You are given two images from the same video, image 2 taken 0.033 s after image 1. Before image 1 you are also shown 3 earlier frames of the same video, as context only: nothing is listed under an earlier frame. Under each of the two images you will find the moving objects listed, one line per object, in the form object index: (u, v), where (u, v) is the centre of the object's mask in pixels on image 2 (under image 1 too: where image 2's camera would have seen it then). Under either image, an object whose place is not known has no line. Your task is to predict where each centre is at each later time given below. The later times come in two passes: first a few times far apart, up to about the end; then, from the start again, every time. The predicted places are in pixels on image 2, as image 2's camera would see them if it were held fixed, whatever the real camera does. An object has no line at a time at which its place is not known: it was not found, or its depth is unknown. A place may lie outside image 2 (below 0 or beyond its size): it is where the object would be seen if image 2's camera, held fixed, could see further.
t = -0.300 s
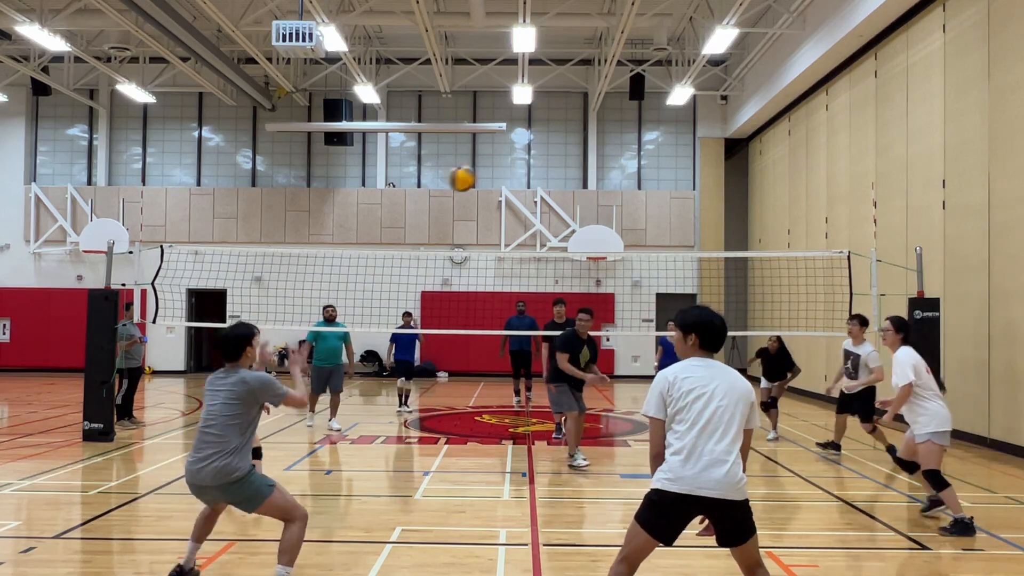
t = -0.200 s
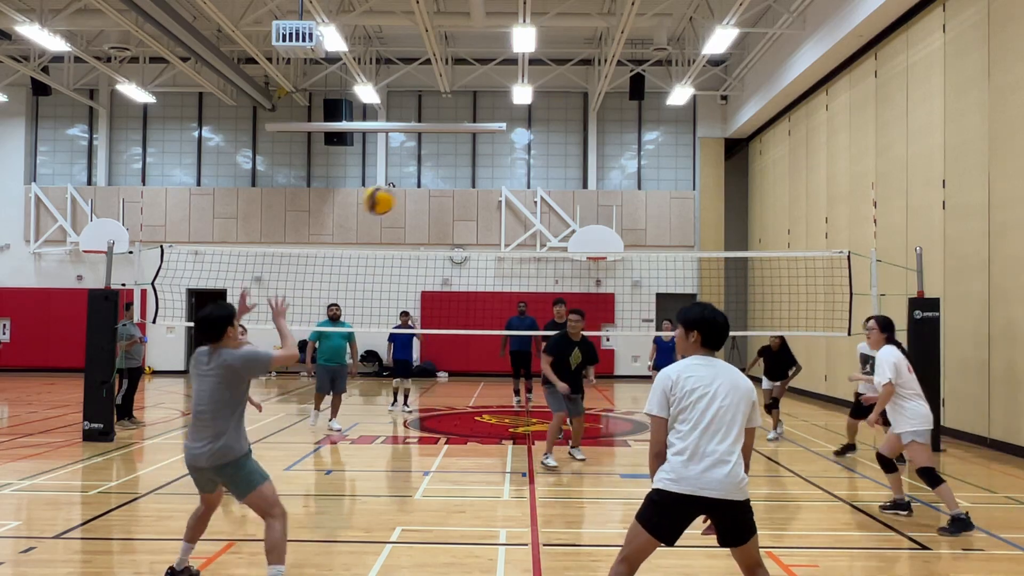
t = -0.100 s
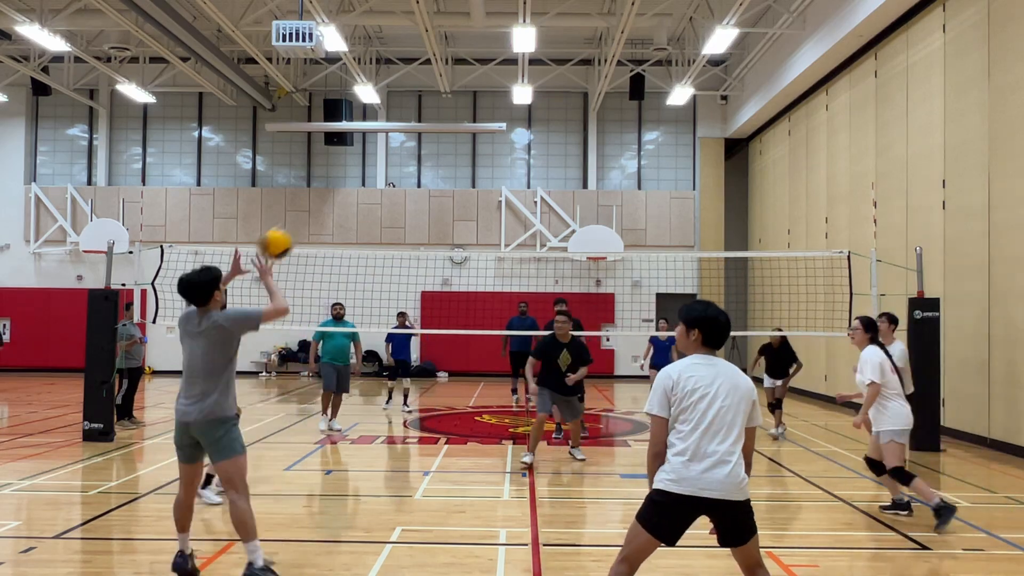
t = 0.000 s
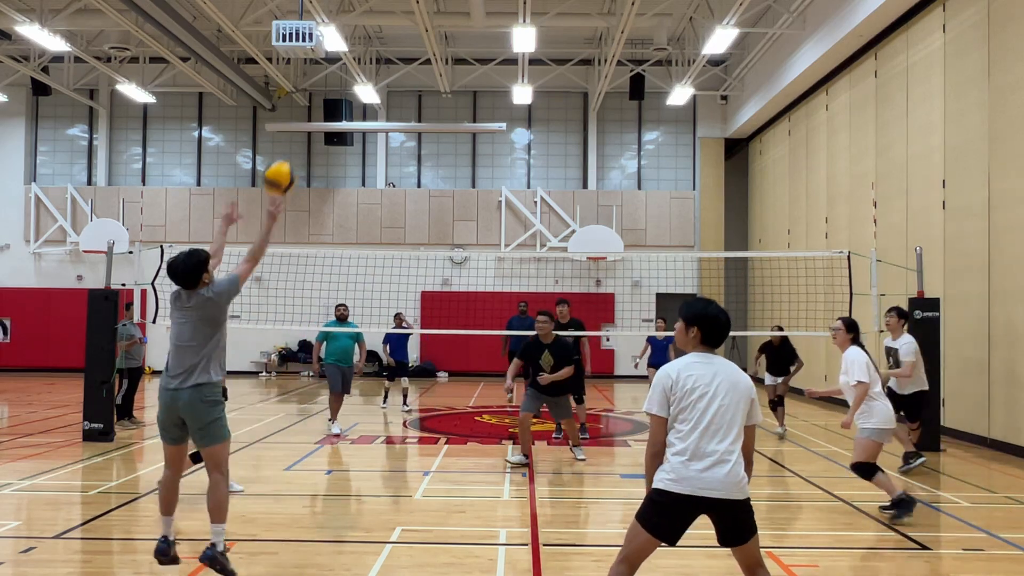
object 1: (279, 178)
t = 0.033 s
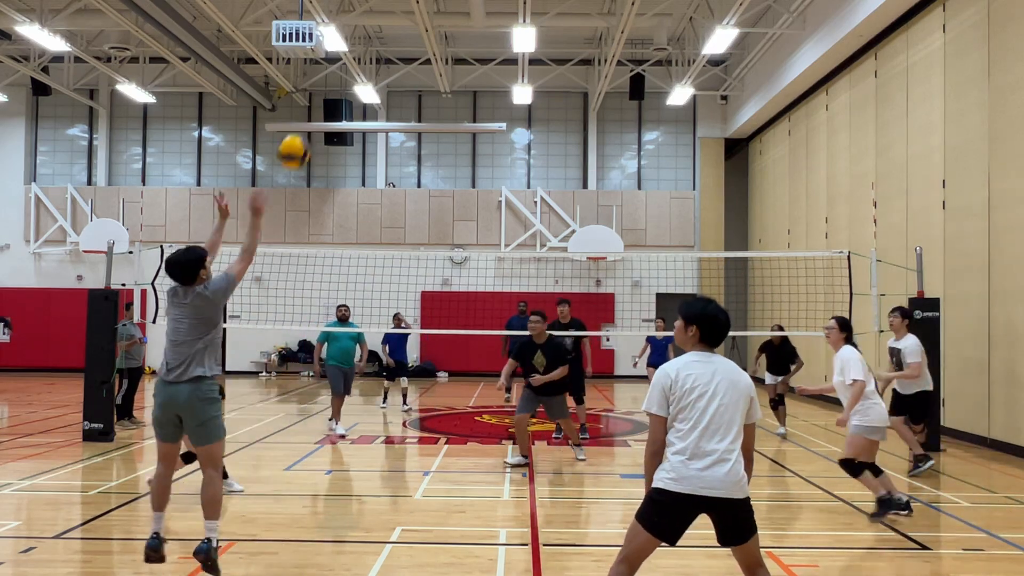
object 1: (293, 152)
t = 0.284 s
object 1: (381, 36)
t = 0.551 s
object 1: (447, 24)
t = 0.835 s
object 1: (499, 91)
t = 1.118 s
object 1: (541, 214)
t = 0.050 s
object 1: (300, 140)
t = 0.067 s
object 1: (306, 128)
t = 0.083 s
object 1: (314, 118)
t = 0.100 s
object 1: (320, 107)
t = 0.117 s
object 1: (326, 98)
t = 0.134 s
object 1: (332, 89)
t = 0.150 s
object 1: (338, 82)
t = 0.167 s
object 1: (344, 74)
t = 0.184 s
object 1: (350, 67)
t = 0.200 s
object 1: (355, 61)
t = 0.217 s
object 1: (361, 55)
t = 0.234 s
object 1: (366, 50)
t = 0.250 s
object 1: (371, 45)
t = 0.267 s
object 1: (376, 40)
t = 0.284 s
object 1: (381, 36)
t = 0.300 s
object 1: (386, 33)
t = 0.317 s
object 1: (390, 30)
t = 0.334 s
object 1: (395, 27)
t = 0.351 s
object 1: (400, 25)
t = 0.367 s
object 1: (404, 23)
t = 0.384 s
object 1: (408, 22)
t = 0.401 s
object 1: (412, 20)
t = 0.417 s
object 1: (416, 19)
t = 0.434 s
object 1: (420, 19)
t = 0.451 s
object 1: (424, 19)
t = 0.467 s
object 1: (428, 19)
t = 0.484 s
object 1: (432, 20)
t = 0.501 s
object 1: (436, 20)
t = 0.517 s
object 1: (440, 21)
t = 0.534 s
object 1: (444, 23)
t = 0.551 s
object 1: (447, 24)
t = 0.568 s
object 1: (450, 26)
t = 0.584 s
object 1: (454, 29)
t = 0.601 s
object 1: (457, 31)
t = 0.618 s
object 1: (460, 34)
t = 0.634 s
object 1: (464, 37)
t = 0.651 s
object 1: (467, 40)
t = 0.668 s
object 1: (470, 44)
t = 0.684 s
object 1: (474, 48)
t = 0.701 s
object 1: (477, 52)
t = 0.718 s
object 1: (479, 56)
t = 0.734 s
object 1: (483, 60)
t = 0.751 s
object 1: (486, 65)
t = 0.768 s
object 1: (488, 70)
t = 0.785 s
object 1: (492, 75)
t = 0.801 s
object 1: (494, 80)
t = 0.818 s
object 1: (497, 86)
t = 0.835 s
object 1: (499, 91)
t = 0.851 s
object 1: (502, 97)
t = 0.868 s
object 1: (504, 104)
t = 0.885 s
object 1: (507, 109)
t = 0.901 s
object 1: (510, 116)
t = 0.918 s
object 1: (512, 123)
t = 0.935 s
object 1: (515, 129)
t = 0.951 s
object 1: (518, 136)
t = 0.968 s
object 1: (520, 144)
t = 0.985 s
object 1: (522, 152)
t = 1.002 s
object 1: (525, 159)
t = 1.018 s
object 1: (527, 167)
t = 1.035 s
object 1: (529, 174)
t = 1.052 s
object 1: (532, 182)
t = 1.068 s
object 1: (534, 190)
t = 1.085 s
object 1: (536, 198)
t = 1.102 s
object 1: (539, 207)
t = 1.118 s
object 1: (541, 214)
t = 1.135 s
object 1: (543, 223)
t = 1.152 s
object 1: (545, 232)
